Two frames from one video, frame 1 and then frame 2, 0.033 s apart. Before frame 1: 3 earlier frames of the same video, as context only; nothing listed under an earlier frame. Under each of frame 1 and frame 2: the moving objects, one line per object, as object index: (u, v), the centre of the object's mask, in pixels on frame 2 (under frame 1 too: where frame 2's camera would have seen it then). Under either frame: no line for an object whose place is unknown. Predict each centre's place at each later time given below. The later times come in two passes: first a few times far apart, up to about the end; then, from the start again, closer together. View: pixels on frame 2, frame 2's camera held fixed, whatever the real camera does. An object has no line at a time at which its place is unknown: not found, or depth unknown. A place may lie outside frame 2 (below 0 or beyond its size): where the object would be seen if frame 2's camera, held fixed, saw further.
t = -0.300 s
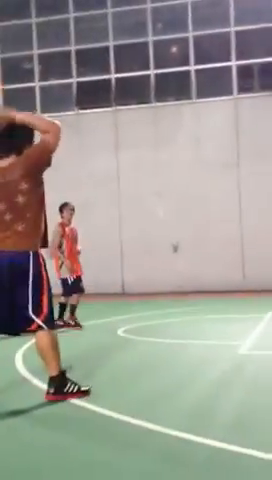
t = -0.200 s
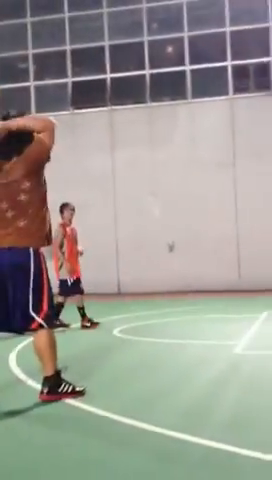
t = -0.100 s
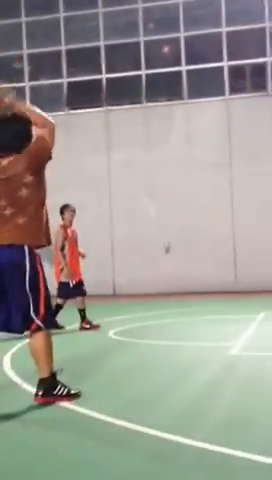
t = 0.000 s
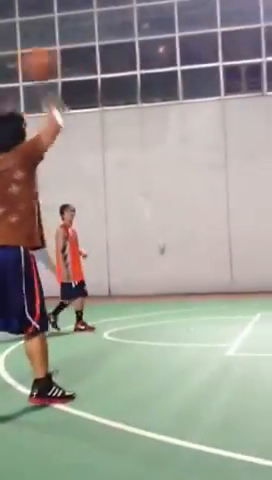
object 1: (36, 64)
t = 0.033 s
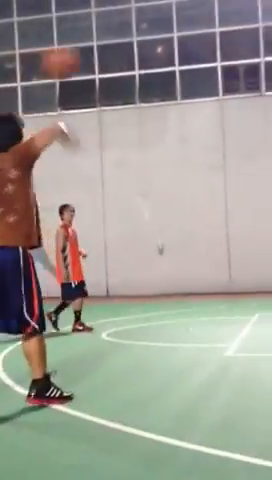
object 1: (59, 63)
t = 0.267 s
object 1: (169, 84)
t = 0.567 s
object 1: (248, 156)
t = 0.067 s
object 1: (79, 62)
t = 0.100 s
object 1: (98, 63)
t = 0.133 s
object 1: (116, 64)
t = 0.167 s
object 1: (131, 68)
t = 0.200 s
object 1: (144, 74)
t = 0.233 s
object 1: (157, 79)
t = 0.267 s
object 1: (169, 84)
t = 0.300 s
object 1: (180, 90)
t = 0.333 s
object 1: (192, 98)
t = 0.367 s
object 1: (201, 105)
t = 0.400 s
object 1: (211, 113)
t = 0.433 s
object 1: (219, 120)
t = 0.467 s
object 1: (227, 129)
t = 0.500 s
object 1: (234, 137)
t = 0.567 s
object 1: (248, 156)
